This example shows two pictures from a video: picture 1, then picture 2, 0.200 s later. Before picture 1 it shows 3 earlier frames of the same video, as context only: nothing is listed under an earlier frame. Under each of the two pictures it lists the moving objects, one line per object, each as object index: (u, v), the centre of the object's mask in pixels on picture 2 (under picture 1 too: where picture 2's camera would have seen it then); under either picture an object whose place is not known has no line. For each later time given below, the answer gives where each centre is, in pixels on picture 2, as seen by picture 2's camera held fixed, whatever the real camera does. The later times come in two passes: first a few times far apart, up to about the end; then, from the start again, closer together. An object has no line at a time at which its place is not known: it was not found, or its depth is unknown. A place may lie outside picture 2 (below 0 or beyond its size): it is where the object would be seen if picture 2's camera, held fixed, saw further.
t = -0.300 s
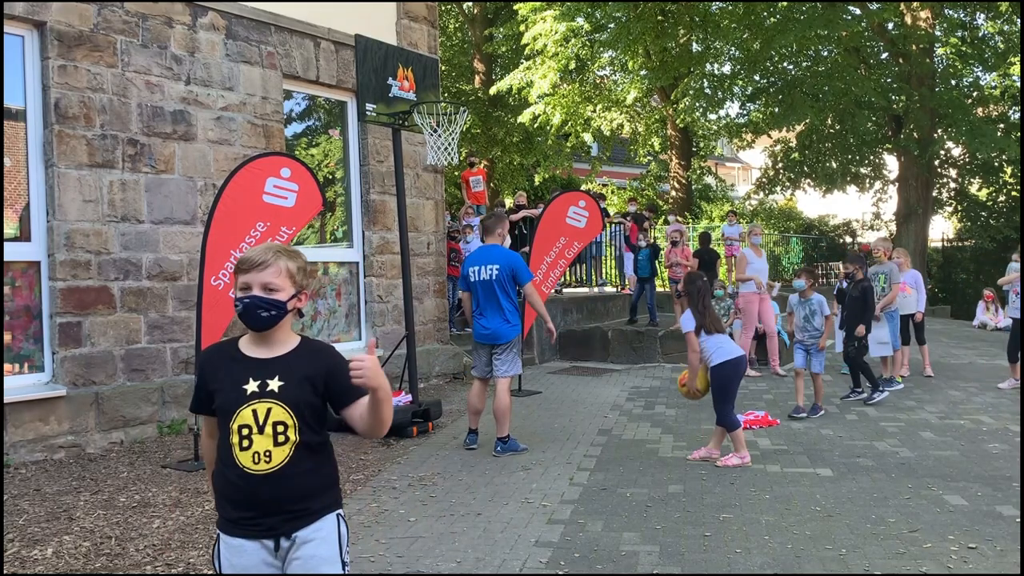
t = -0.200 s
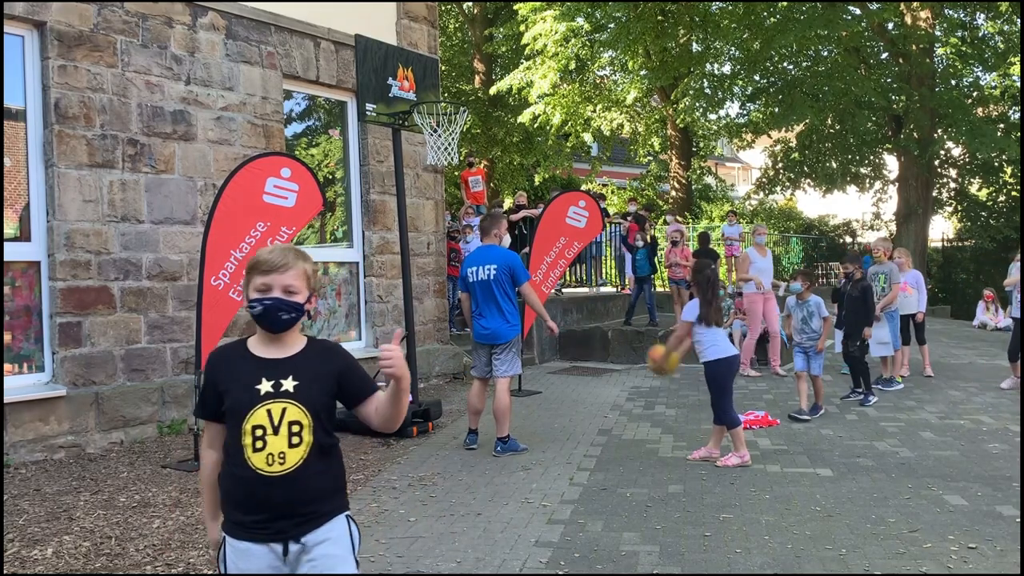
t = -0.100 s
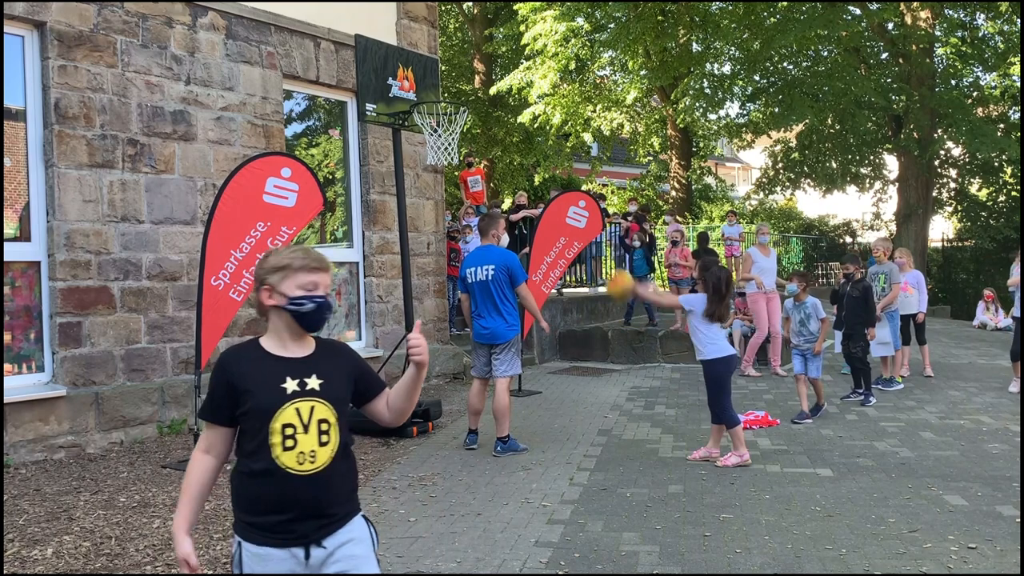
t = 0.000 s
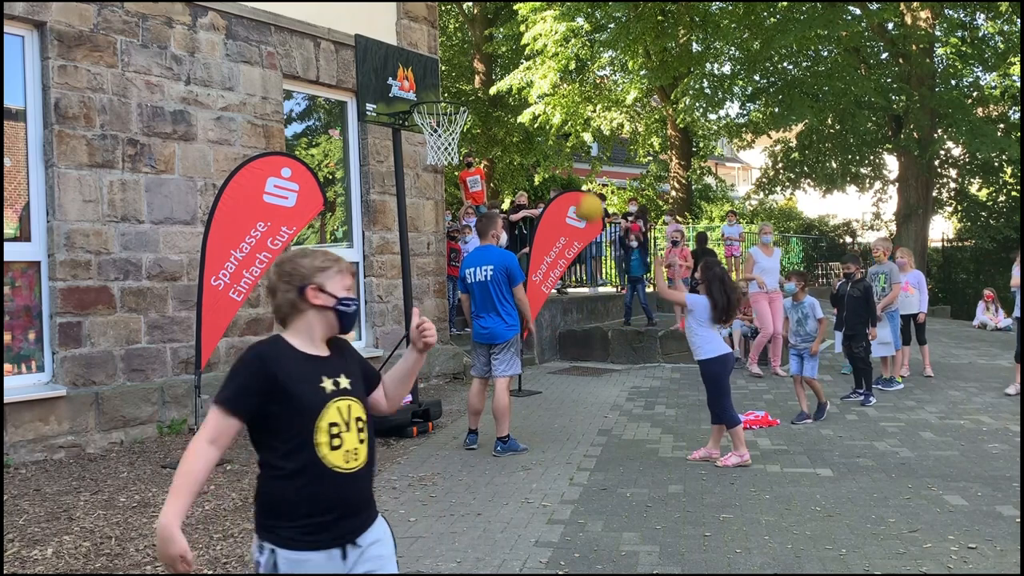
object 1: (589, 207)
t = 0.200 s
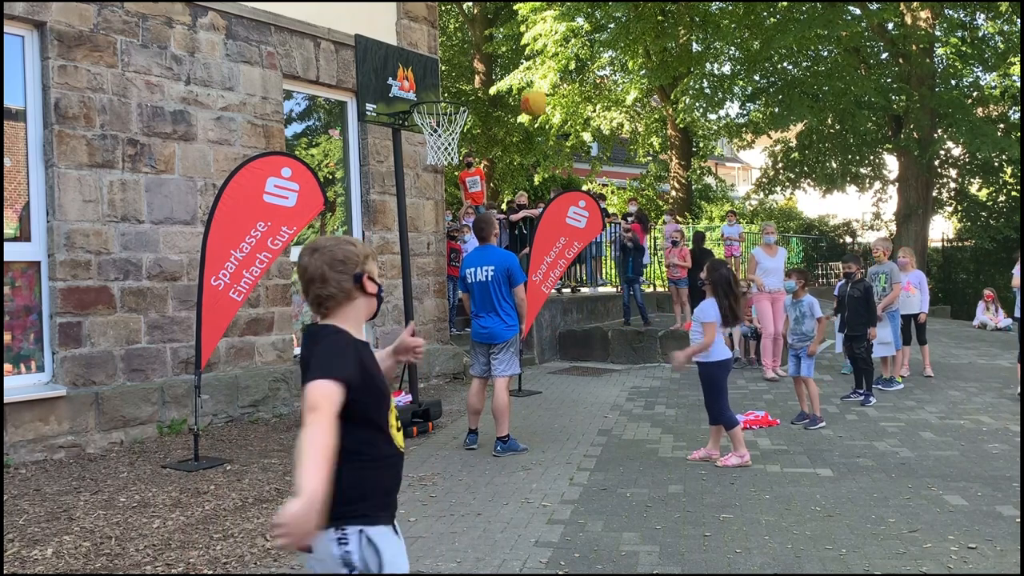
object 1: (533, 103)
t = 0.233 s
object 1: (525, 90)
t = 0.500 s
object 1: (466, 51)
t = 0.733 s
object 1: (422, 90)
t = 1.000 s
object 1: (445, 71)
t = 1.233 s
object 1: (484, 106)
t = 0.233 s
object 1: (525, 90)
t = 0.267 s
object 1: (517, 80)
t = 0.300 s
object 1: (509, 72)
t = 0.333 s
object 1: (501, 64)
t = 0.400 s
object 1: (486, 56)
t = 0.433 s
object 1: (479, 53)
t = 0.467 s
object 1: (472, 51)
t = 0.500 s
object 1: (466, 51)
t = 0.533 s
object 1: (459, 53)
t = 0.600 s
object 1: (445, 61)
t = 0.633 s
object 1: (438, 66)
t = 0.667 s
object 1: (432, 73)
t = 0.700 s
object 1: (427, 81)
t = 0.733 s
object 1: (422, 90)
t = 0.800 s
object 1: (416, 91)
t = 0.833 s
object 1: (421, 85)
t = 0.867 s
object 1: (426, 80)
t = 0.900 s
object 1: (430, 75)
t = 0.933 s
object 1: (435, 72)
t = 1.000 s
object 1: (445, 71)
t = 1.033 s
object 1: (451, 72)
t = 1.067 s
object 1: (455, 74)
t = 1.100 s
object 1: (461, 78)
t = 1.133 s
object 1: (467, 83)
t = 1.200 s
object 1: (478, 97)
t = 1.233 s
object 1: (484, 106)
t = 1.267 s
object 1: (490, 116)
